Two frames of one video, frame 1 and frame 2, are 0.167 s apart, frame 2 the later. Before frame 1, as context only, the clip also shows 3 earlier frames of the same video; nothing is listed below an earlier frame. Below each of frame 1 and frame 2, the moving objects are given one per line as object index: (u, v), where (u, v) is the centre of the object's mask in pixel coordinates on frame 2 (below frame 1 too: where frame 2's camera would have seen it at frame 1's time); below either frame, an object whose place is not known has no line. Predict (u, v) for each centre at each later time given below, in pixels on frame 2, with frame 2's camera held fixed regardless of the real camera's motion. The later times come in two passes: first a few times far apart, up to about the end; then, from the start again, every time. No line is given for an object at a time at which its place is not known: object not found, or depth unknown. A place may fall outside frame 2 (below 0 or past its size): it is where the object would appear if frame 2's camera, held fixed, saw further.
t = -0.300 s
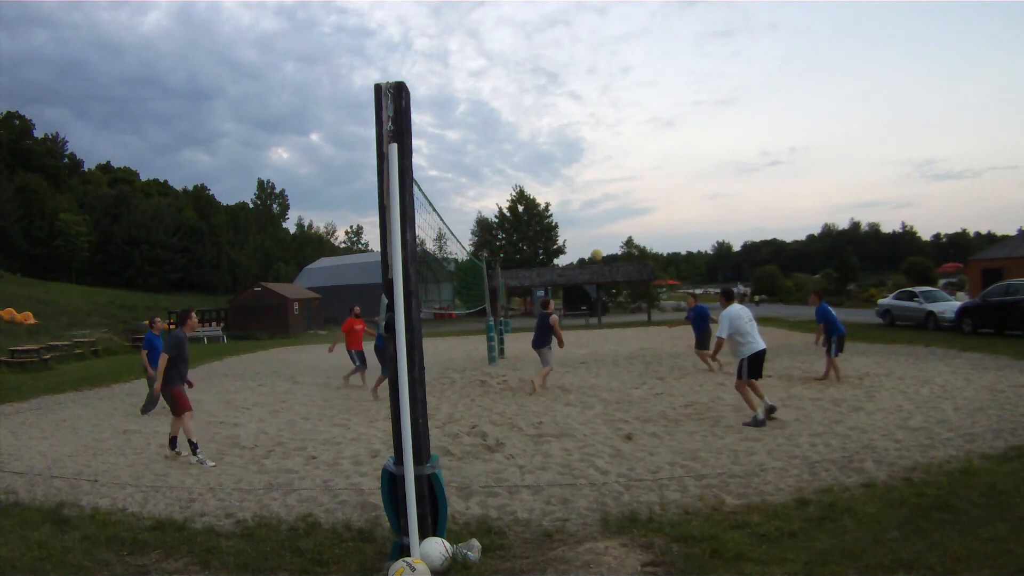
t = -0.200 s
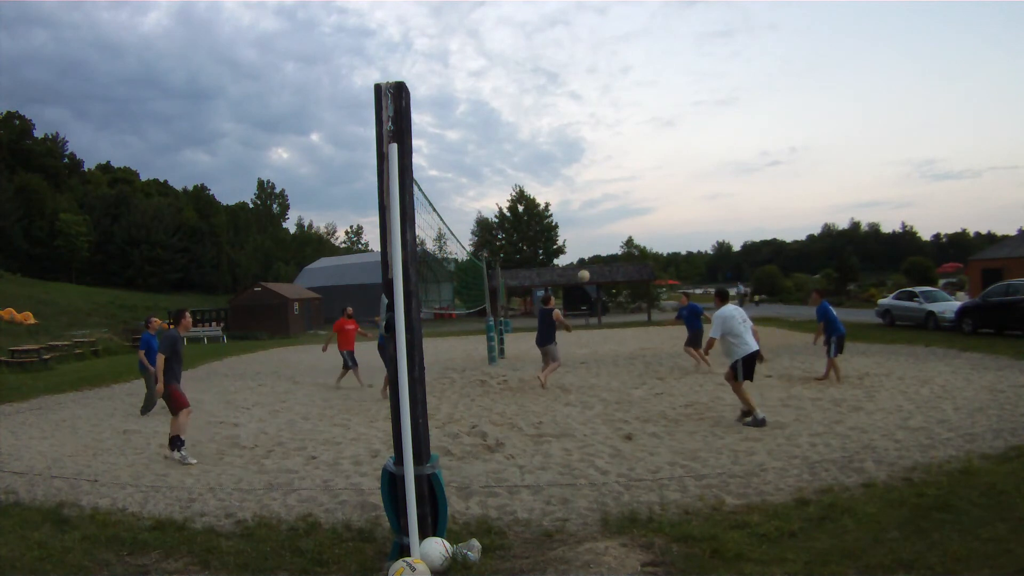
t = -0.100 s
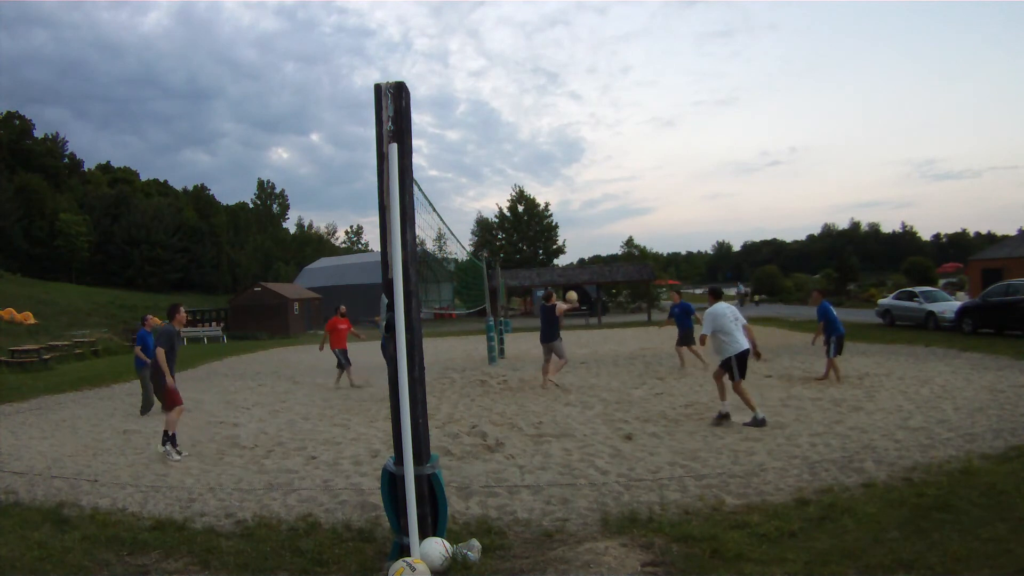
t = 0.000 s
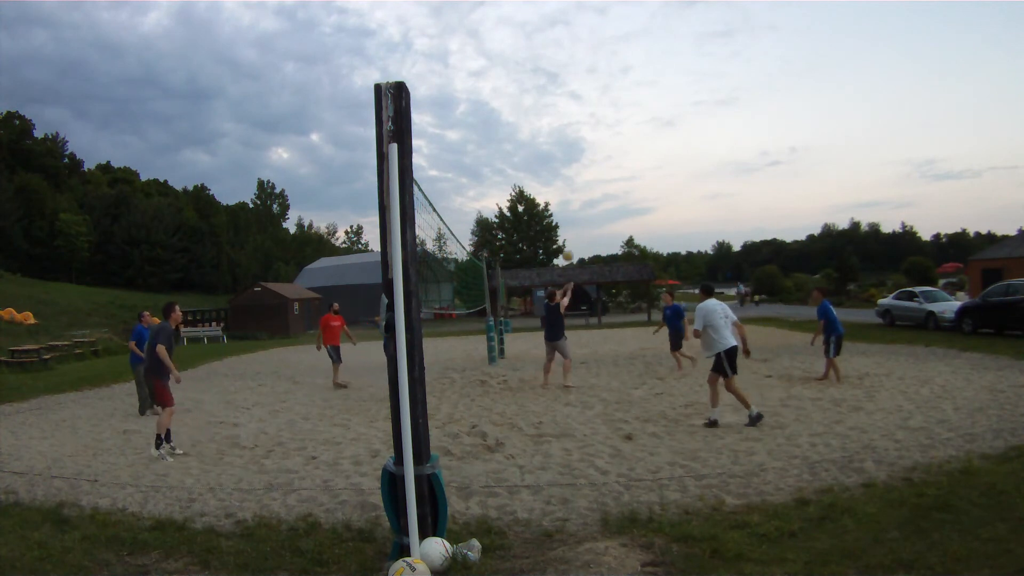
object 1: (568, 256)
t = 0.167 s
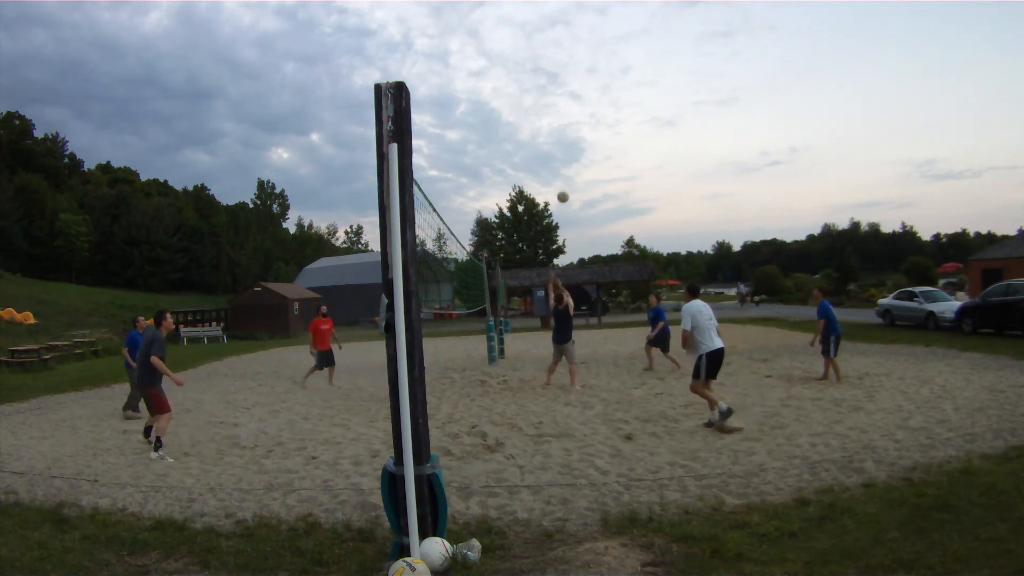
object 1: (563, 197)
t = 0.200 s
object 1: (562, 187)
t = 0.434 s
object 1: (557, 134)
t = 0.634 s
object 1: (554, 113)
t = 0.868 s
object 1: (552, 114)
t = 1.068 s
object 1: (553, 140)
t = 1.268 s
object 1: (555, 189)
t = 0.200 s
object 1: (562, 187)
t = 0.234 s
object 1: (561, 177)
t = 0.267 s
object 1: (560, 169)
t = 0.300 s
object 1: (559, 160)
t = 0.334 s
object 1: (559, 153)
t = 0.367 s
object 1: (558, 146)
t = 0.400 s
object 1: (557, 140)
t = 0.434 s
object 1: (557, 134)
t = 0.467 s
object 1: (556, 129)
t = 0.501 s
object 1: (555, 125)
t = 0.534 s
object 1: (555, 121)
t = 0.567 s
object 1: (555, 118)
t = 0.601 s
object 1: (554, 115)
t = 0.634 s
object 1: (554, 113)
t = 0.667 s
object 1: (553, 111)
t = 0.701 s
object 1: (553, 110)
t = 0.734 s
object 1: (553, 110)
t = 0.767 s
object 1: (553, 110)
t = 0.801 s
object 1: (553, 111)
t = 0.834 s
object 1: (552, 112)
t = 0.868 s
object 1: (552, 114)
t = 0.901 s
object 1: (552, 117)
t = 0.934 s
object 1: (552, 120)
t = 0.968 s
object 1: (552, 124)
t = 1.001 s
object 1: (553, 129)
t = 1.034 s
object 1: (553, 134)
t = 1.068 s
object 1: (553, 140)
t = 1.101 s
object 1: (553, 147)
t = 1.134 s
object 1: (553, 154)
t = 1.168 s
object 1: (554, 162)
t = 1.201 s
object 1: (554, 170)
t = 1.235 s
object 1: (555, 179)
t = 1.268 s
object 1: (555, 189)
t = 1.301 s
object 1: (556, 200)
